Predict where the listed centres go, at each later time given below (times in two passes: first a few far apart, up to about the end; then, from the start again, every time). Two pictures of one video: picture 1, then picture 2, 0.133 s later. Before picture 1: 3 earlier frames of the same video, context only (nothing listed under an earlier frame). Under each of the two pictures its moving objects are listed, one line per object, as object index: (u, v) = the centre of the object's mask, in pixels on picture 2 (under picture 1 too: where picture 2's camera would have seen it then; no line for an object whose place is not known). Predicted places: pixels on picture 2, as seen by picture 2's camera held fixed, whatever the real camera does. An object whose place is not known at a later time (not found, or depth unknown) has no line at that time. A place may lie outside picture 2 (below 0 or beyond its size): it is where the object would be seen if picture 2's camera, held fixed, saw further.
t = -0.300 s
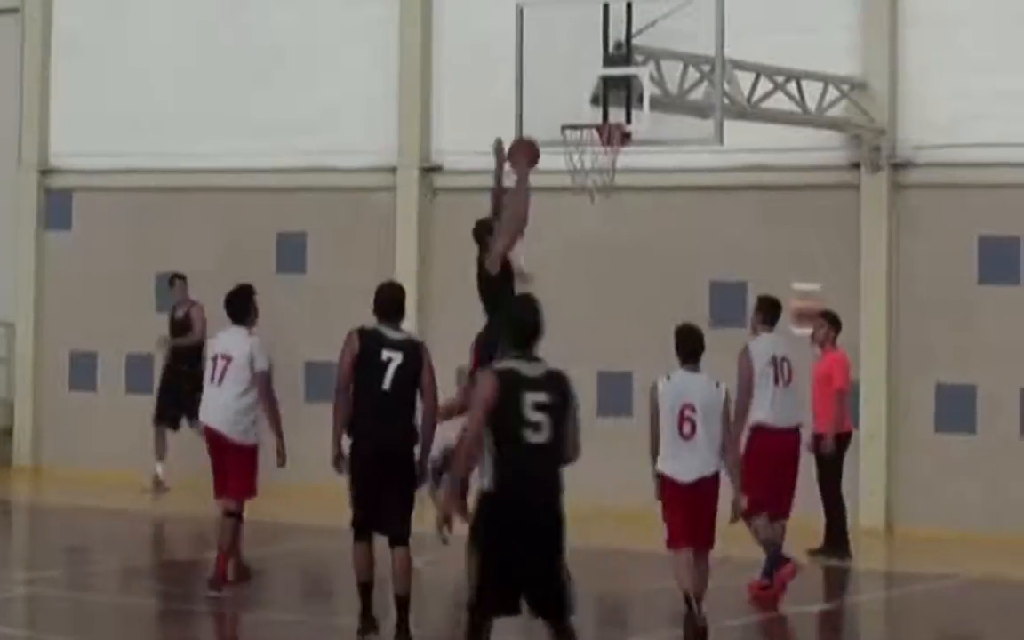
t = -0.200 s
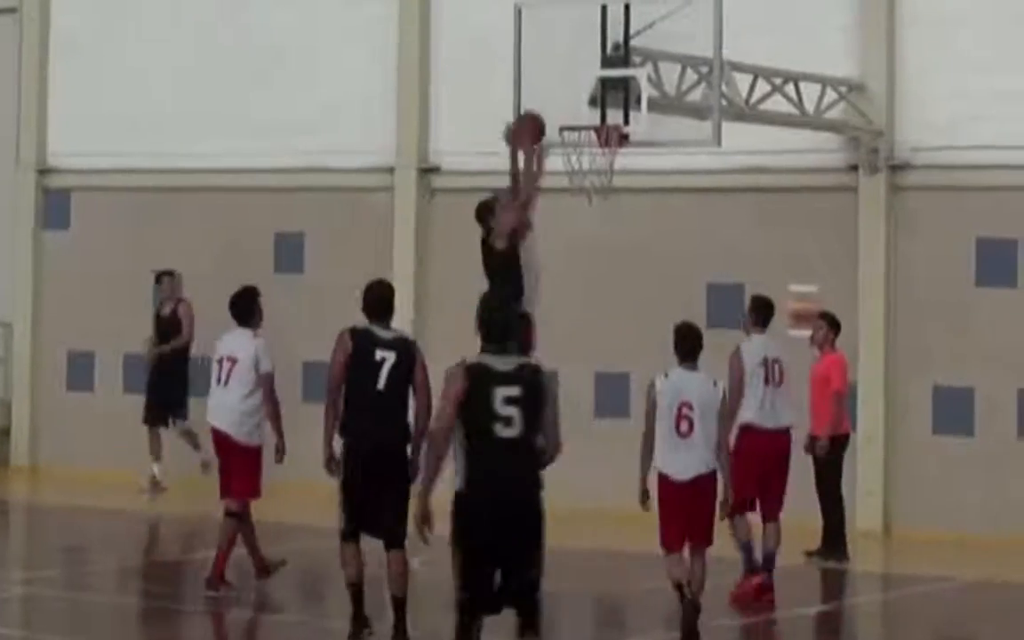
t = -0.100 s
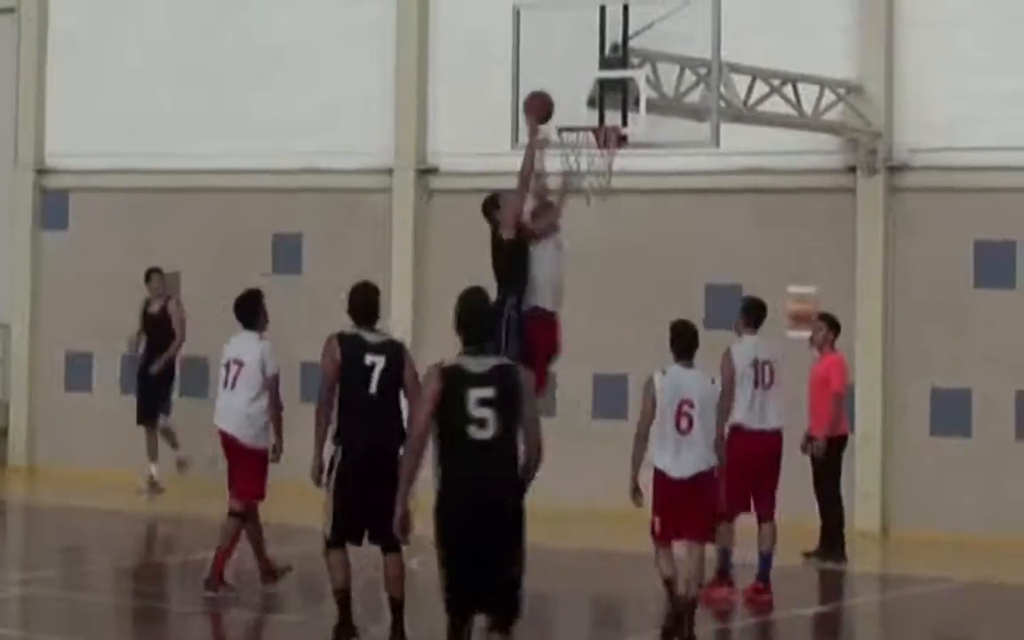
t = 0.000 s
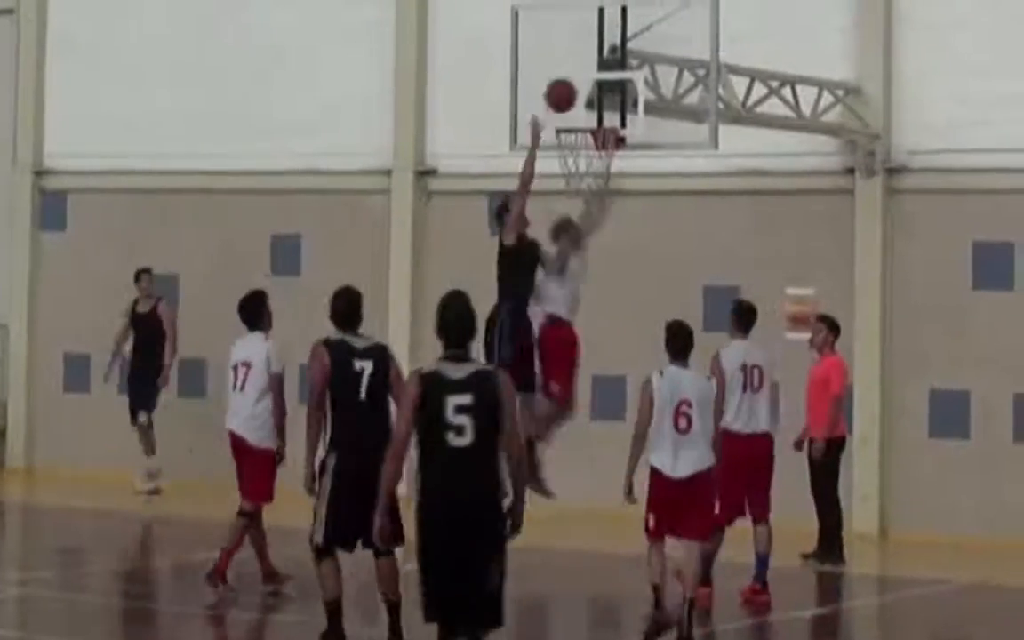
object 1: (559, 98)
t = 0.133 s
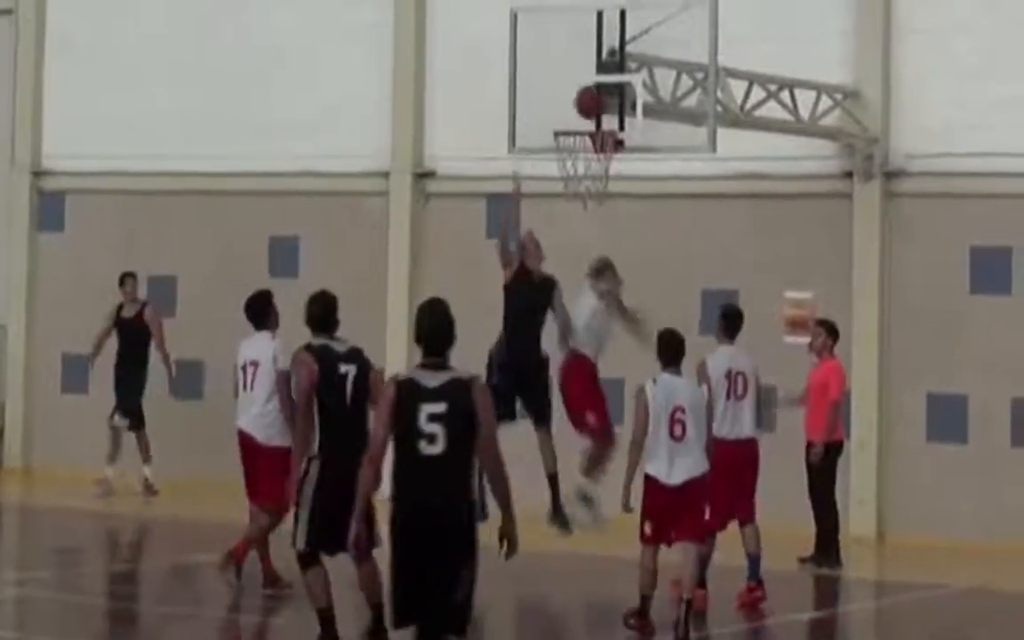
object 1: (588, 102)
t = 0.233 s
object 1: (602, 108)
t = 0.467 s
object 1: (590, 107)
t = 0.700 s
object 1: (579, 171)
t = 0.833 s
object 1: (579, 221)
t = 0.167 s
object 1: (597, 108)
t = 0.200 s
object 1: (601, 110)
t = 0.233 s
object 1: (602, 108)
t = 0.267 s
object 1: (602, 104)
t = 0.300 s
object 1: (602, 101)
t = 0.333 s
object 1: (601, 101)
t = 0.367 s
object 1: (599, 100)
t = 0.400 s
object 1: (597, 101)
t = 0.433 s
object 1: (591, 103)
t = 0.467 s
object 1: (590, 107)
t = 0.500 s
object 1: (587, 113)
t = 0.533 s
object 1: (585, 117)
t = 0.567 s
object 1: (581, 129)
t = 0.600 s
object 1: (581, 137)
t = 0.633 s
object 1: (580, 147)
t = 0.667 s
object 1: (580, 158)
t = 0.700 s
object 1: (579, 171)
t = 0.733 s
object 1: (579, 187)
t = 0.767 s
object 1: (579, 196)
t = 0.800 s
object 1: (579, 208)
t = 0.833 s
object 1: (579, 221)
